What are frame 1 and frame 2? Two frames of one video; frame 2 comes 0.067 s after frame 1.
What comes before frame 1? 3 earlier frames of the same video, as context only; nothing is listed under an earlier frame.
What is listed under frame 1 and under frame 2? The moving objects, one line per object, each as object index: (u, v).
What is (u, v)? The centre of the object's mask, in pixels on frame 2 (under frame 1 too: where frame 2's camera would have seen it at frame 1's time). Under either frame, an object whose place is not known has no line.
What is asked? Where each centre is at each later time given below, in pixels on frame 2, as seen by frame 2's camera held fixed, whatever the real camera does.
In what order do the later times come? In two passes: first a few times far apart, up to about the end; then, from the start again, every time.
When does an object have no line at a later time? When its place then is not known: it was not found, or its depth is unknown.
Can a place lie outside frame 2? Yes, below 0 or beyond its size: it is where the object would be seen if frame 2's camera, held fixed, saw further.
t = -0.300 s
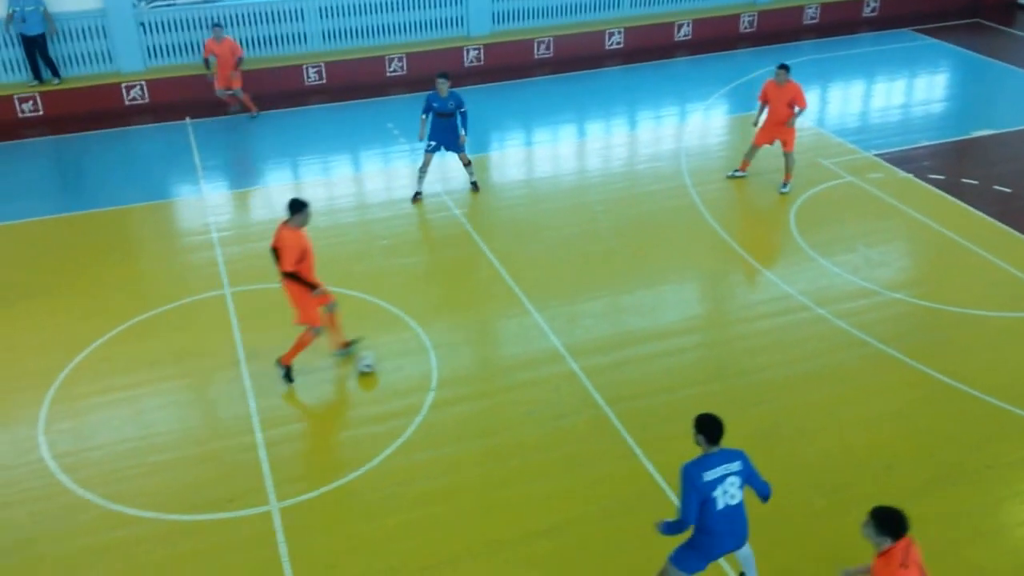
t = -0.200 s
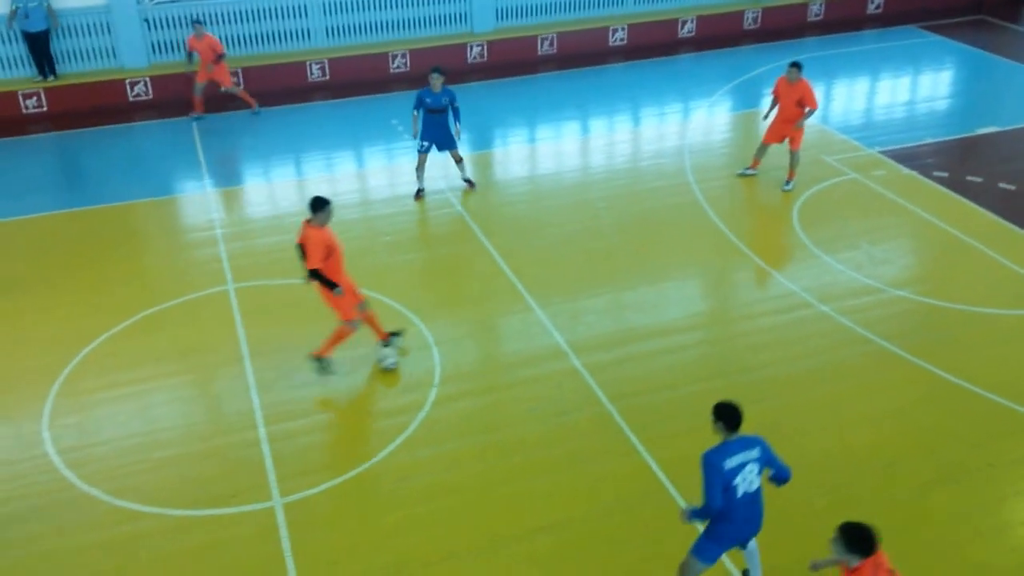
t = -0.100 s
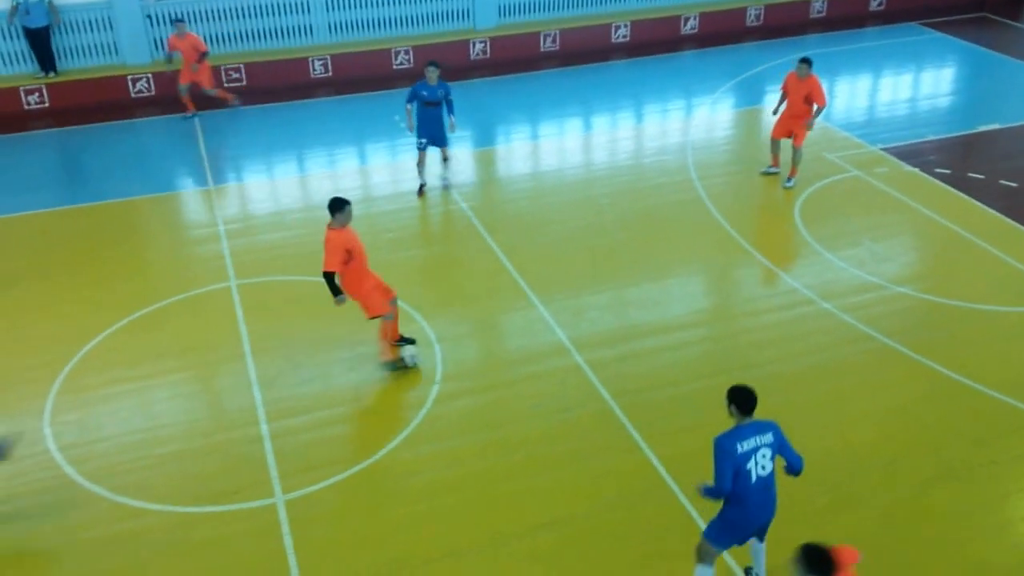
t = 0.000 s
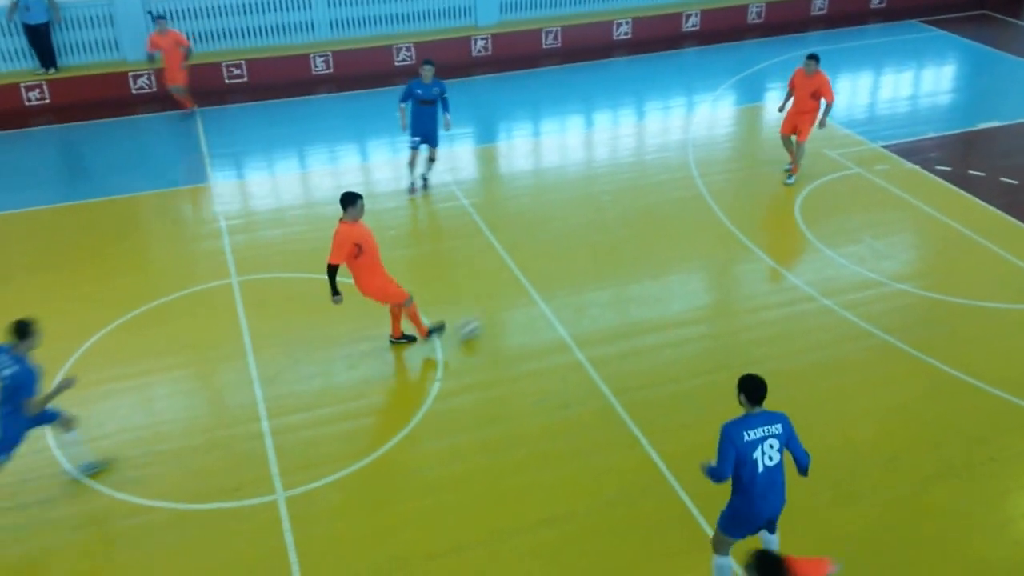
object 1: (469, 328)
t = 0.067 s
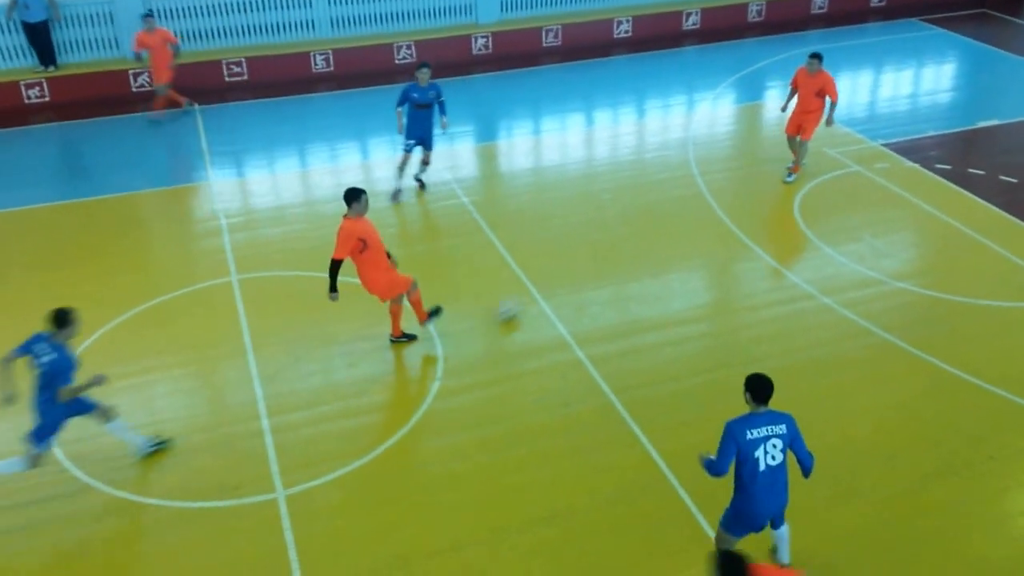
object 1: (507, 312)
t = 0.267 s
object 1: (604, 267)
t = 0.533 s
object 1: (697, 225)
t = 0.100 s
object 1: (526, 302)
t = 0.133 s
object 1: (544, 293)
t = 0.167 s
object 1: (561, 286)
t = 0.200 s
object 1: (576, 280)
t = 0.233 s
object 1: (590, 273)
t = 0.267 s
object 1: (604, 267)
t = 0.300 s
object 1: (619, 260)
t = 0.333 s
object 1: (631, 254)
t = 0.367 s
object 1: (643, 249)
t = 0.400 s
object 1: (654, 244)
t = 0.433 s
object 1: (665, 239)
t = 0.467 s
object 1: (677, 234)
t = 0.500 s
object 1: (688, 228)
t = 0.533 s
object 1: (697, 225)
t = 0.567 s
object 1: (706, 221)
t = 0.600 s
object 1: (716, 218)
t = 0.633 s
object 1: (726, 212)
